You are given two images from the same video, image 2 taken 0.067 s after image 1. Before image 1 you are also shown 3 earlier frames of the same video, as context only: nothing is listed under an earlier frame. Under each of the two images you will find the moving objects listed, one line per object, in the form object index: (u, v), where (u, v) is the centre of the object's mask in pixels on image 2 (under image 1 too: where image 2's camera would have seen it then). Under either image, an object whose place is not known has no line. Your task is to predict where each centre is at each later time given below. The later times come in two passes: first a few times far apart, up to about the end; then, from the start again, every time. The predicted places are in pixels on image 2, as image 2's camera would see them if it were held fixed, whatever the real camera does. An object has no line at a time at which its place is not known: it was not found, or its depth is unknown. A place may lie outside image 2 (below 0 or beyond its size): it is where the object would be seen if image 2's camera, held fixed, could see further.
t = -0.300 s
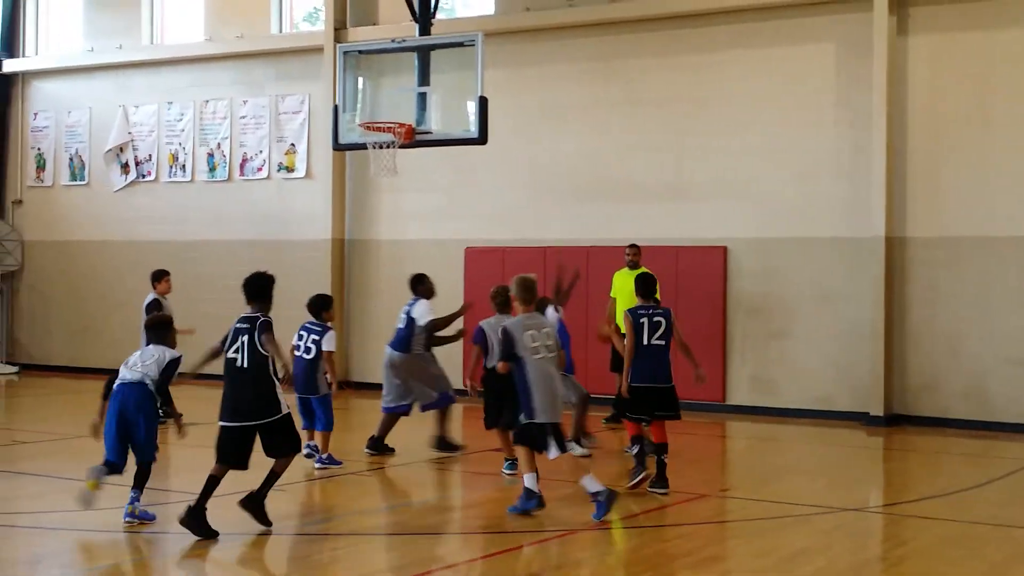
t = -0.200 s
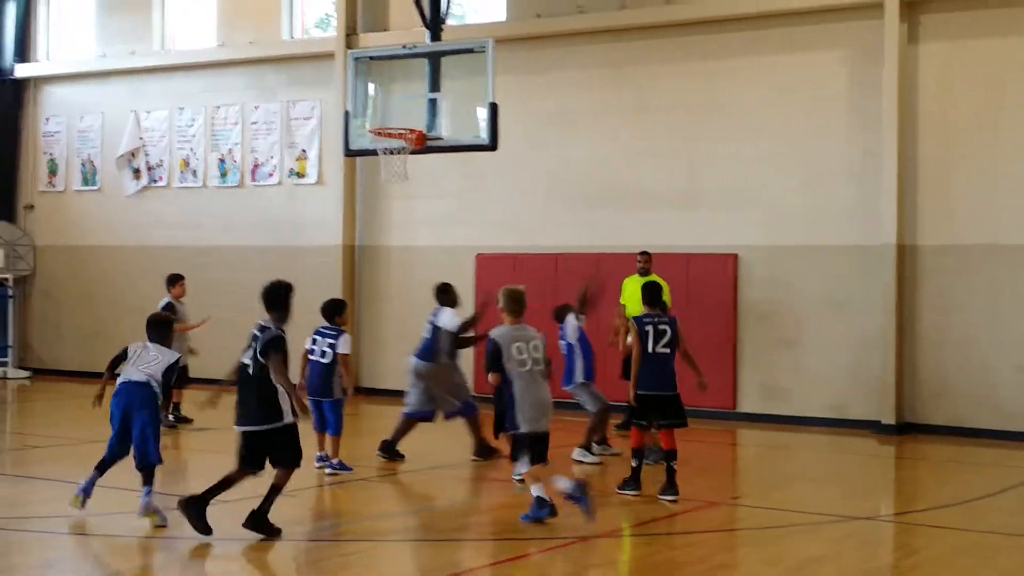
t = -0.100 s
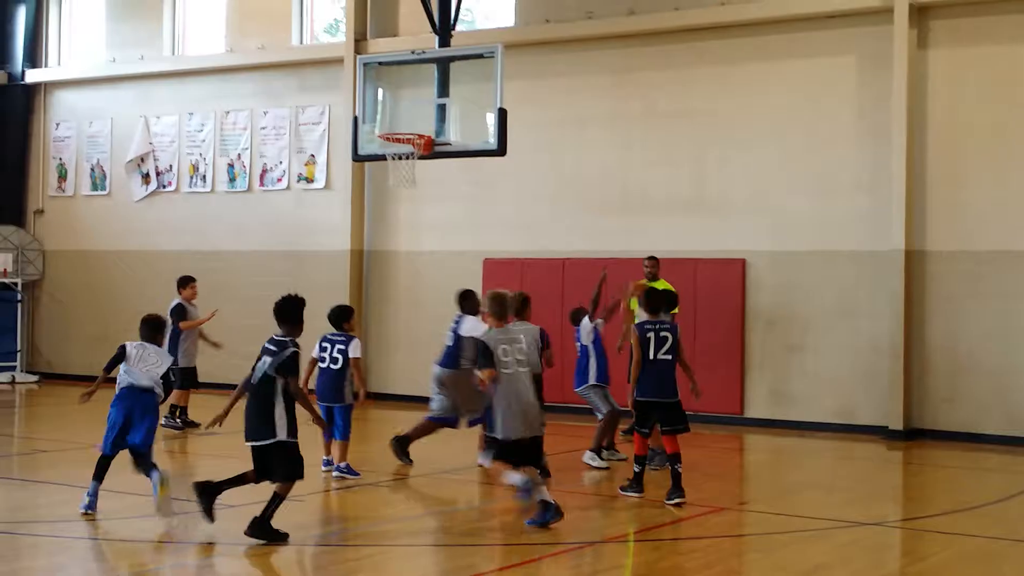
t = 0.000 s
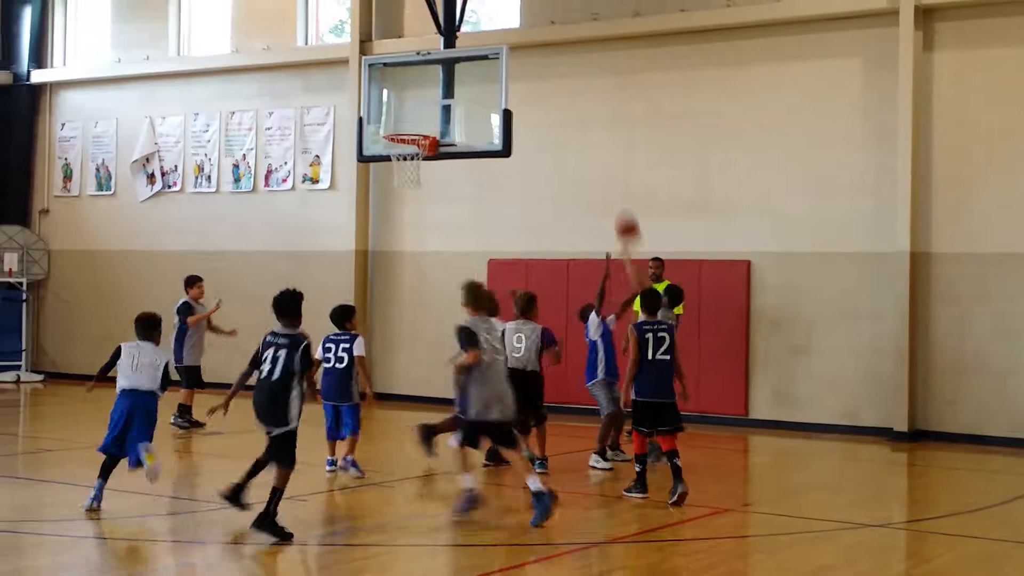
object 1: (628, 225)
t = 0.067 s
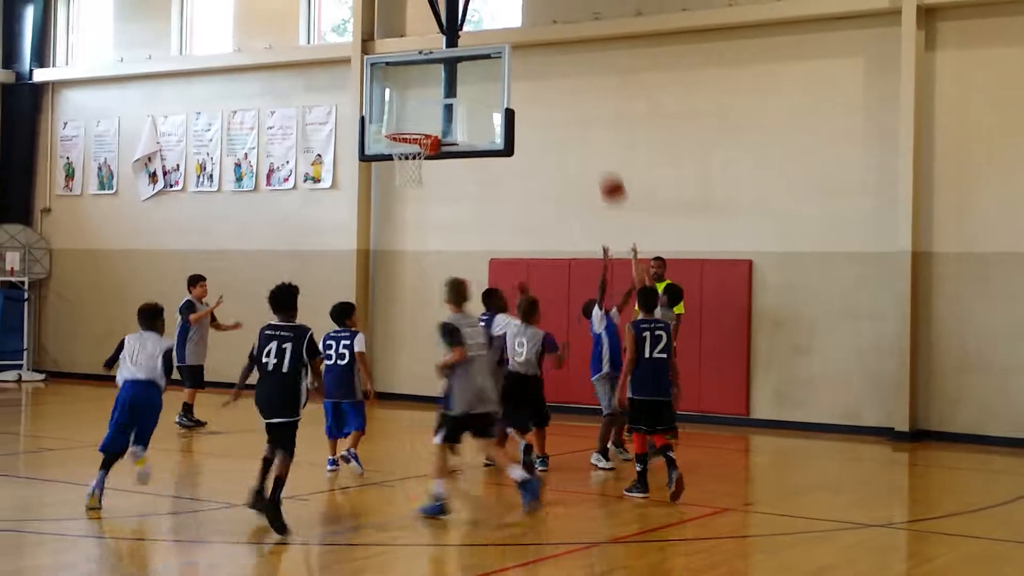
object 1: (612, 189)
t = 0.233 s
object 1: (574, 112)
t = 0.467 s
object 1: (521, 58)
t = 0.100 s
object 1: (605, 171)
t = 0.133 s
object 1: (597, 154)
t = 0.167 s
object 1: (589, 139)
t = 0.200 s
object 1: (581, 126)
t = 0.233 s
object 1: (574, 112)
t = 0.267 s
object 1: (566, 101)
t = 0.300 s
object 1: (558, 91)
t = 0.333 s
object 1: (551, 82)
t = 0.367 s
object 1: (543, 74)
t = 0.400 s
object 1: (536, 68)
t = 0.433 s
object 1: (528, 62)
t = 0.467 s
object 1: (521, 58)
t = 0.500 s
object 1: (514, 55)
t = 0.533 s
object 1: (506, 53)
